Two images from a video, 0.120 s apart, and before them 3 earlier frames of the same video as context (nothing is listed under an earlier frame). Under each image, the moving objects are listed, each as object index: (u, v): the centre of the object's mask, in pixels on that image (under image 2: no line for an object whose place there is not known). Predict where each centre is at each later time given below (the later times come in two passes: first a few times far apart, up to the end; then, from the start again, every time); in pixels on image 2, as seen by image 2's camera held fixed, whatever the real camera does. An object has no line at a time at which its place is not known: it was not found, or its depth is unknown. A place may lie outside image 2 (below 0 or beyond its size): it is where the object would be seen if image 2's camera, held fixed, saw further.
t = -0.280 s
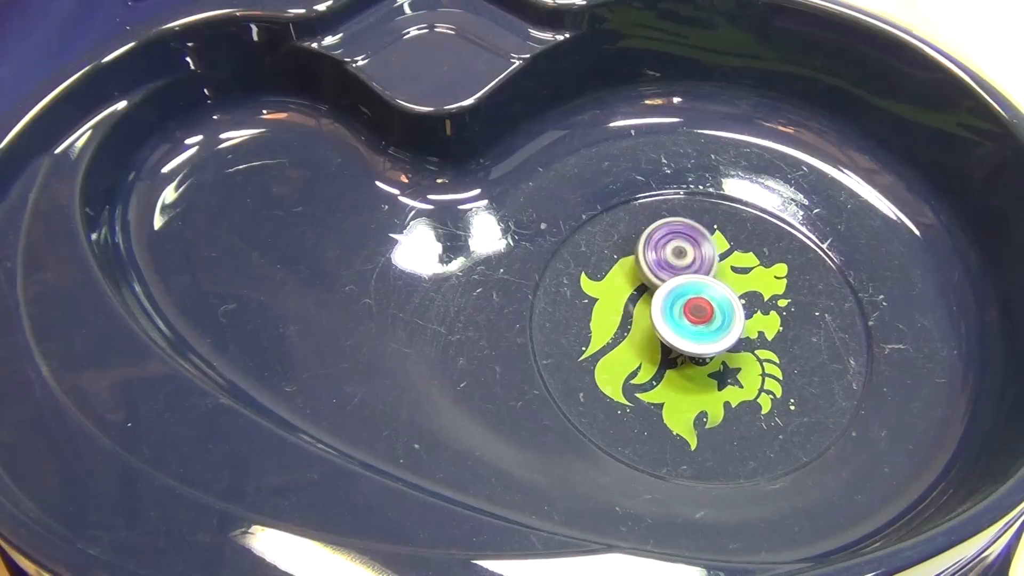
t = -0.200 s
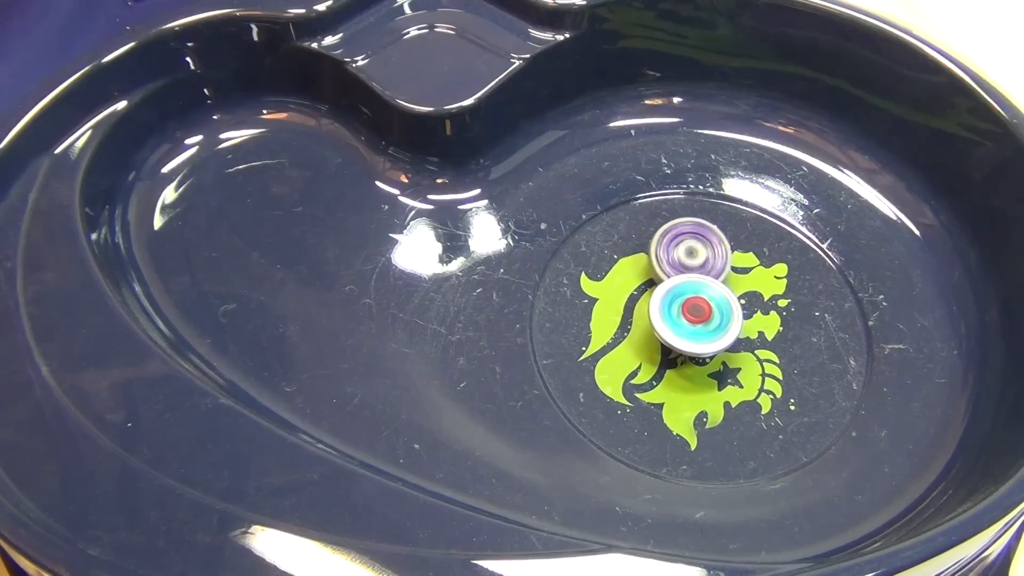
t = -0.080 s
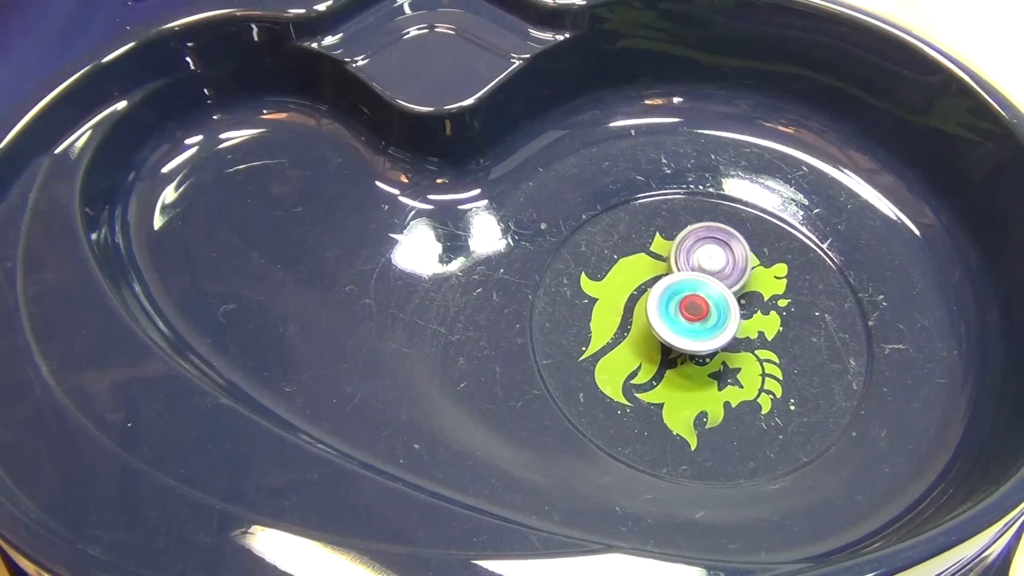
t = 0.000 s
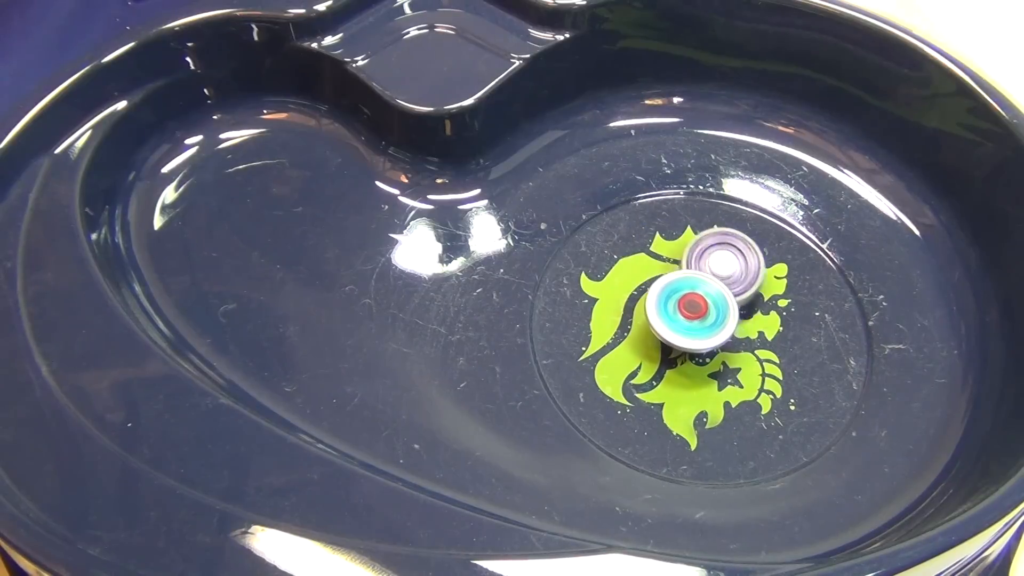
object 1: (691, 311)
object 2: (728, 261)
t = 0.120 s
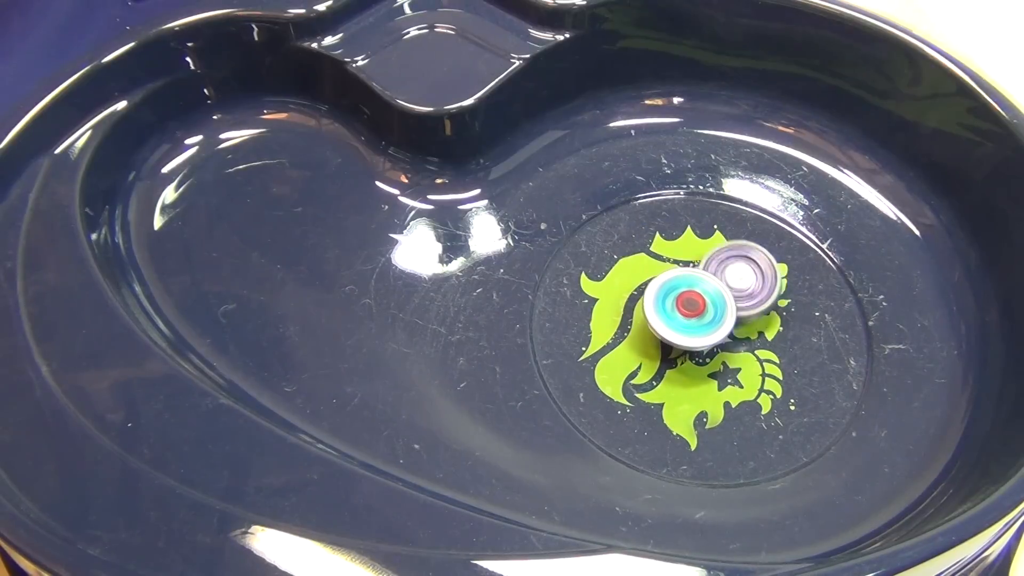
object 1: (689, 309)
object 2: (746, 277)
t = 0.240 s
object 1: (688, 307)
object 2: (759, 298)
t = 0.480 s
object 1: (690, 305)
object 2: (762, 338)
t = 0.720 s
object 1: (695, 305)
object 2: (744, 371)
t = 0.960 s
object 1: (701, 309)
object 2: (707, 385)
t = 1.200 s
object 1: (708, 313)
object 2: (664, 374)
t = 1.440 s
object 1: (710, 316)
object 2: (634, 343)
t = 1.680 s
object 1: (708, 317)
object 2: (626, 305)
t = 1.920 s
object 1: (702, 316)
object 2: (641, 273)
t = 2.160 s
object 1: (695, 314)
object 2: (676, 253)
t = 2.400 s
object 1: (690, 310)
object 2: (725, 262)
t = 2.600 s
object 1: (687, 309)
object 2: (752, 292)
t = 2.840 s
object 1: (690, 309)
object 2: (763, 332)
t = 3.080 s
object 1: (697, 310)
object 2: (749, 366)
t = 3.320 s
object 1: (704, 310)
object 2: (715, 382)
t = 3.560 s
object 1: (708, 310)
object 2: (672, 372)
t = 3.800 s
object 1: (708, 312)
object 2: (639, 342)
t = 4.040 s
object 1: (708, 314)
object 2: (630, 306)
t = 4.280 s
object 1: (706, 315)
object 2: (644, 274)
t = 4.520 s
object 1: (702, 311)
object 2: (677, 255)
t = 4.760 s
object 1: (694, 328)
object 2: (720, 259)
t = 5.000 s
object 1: (695, 335)
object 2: (749, 283)
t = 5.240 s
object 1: (690, 333)
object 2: (761, 322)
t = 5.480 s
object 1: (670, 318)
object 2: (751, 357)
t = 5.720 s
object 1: (664, 309)
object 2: (718, 372)
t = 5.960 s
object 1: (671, 296)
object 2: (677, 367)
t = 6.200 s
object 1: (685, 287)
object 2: (642, 340)
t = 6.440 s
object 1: (703, 292)
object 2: (630, 305)
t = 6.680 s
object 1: (711, 312)
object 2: (648, 281)
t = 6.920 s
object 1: (739, 406)
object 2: (701, 265)
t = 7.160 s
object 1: (736, 439)
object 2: (738, 292)
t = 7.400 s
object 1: (696, 417)
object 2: (750, 333)
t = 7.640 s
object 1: (632, 365)
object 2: (758, 358)
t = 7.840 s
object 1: (626, 305)
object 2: (728, 363)
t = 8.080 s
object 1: (668, 252)
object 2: (687, 346)
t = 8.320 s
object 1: (733, 246)
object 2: (664, 315)
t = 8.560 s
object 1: (783, 284)
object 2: (667, 285)
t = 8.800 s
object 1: (780, 343)
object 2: (692, 270)
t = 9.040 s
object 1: (720, 380)
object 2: (724, 279)
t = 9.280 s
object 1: (644, 358)
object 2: (742, 307)
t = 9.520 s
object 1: (609, 293)
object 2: (733, 336)
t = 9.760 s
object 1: (635, 242)
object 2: (703, 353)
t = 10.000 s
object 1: (695, 236)
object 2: (664, 346)
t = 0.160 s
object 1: (689, 308)
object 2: (750, 283)
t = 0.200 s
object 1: (688, 308)
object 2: (754, 289)
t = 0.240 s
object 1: (688, 307)
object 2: (759, 298)
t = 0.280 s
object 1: (689, 307)
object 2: (761, 304)
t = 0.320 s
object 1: (689, 306)
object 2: (763, 311)
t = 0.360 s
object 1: (689, 306)
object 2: (763, 319)
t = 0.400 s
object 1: (690, 305)
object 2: (764, 325)
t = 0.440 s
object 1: (690, 305)
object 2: (763, 332)
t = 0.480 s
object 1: (690, 305)
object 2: (762, 338)
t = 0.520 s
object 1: (691, 305)
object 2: (761, 344)
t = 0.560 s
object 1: (692, 305)
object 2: (759, 350)
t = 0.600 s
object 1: (692, 305)
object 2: (756, 356)
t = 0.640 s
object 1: (693, 305)
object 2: (752, 361)
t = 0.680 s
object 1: (694, 305)
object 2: (748, 366)
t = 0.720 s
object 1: (695, 305)
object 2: (744, 371)
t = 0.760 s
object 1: (697, 306)
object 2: (739, 374)
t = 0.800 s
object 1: (698, 306)
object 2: (733, 378)
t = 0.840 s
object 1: (699, 307)
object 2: (727, 381)
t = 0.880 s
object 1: (699, 308)
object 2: (721, 382)
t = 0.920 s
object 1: (700, 308)
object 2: (714, 384)
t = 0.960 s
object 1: (701, 309)
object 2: (707, 385)
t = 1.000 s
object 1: (703, 309)
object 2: (700, 385)
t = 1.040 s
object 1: (704, 310)
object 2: (693, 384)
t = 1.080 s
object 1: (705, 311)
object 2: (685, 382)
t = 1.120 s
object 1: (706, 312)
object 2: (678, 380)
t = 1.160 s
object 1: (707, 312)
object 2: (671, 377)
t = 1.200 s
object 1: (708, 313)
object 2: (664, 374)
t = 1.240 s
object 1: (709, 313)
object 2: (658, 370)
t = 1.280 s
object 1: (709, 314)
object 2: (652, 365)
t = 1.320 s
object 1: (710, 314)
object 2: (647, 360)
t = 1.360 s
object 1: (710, 315)
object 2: (642, 354)
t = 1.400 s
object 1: (710, 315)
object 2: (638, 348)
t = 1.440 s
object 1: (710, 316)
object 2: (634, 343)
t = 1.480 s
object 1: (710, 316)
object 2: (631, 336)
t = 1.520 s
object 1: (710, 317)
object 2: (628, 330)
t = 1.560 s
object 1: (710, 317)
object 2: (626, 324)
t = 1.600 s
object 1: (709, 317)
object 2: (626, 317)
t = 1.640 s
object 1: (708, 317)
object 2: (626, 311)
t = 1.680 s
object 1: (708, 317)
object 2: (626, 305)
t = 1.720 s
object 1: (707, 316)
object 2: (627, 299)
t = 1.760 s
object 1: (706, 317)
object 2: (628, 293)
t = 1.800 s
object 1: (704, 316)
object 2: (631, 287)
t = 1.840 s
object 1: (703, 316)
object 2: (633, 283)
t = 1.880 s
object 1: (703, 316)
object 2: (637, 278)
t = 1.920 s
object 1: (702, 316)
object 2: (641, 273)
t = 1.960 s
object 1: (700, 316)
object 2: (645, 269)
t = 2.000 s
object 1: (699, 315)
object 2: (649, 265)
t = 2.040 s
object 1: (698, 315)
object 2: (655, 261)
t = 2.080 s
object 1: (698, 314)
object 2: (661, 258)
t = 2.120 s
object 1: (697, 314)
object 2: (668, 255)
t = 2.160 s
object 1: (695, 314)
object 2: (676, 253)
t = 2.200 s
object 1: (694, 313)
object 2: (684, 252)
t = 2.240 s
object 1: (693, 312)
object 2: (692, 252)
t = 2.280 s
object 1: (692, 312)
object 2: (700, 253)
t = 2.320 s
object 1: (691, 311)
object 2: (709, 255)
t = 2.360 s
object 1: (690, 310)
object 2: (717, 258)
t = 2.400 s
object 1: (690, 310)
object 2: (725, 262)
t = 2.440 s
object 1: (689, 309)
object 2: (732, 267)
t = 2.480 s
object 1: (688, 309)
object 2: (738, 273)
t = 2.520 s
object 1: (688, 309)
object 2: (744, 278)
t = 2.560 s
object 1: (687, 309)
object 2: (748, 283)
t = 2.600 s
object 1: (687, 309)
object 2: (752, 292)
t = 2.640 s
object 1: (687, 309)
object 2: (756, 299)
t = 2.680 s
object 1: (688, 309)
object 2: (759, 305)
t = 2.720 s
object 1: (688, 309)
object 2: (761, 312)
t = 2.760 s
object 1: (689, 309)
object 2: (762, 319)
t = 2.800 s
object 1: (689, 309)
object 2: (763, 325)
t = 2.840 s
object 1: (690, 309)
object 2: (763, 332)
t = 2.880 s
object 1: (691, 309)
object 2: (762, 338)
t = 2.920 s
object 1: (692, 309)
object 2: (760, 344)
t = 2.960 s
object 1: (693, 310)
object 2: (759, 349)
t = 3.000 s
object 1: (694, 309)
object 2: (756, 356)
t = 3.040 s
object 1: (696, 309)
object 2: (753, 362)
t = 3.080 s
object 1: (697, 310)
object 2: (749, 366)
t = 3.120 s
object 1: (699, 310)
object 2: (745, 370)
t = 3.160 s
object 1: (700, 310)
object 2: (740, 373)
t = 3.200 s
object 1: (701, 310)
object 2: (734, 377)
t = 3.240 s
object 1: (702, 310)
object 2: (727, 379)
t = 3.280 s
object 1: (703, 310)
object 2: (721, 380)
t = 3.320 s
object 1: (704, 310)
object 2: (715, 382)
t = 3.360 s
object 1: (705, 310)
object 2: (707, 382)
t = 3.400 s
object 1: (706, 310)
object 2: (700, 381)
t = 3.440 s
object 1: (707, 311)
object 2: (693, 380)
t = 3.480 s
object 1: (708, 311)
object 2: (686, 378)
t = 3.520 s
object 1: (708, 310)
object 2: (679, 375)
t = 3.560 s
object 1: (708, 310)
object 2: (672, 372)
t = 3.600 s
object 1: (708, 310)
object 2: (665, 368)
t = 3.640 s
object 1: (707, 310)
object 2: (659, 364)
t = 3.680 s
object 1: (707, 311)
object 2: (653, 359)
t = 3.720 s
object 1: (707, 311)
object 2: (648, 354)
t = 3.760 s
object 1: (708, 312)
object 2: (643, 348)
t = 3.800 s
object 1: (708, 312)
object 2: (639, 342)
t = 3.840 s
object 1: (708, 313)
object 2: (637, 337)
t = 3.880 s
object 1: (708, 313)
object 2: (634, 331)
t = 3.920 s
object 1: (708, 313)
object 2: (631, 324)
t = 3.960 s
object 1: (708, 313)
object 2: (630, 318)
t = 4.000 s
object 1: (708, 313)
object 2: (629, 312)
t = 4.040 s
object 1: (708, 314)
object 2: (630, 306)
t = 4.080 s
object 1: (708, 314)
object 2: (630, 300)
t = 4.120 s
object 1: (708, 314)
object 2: (632, 293)
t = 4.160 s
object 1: (708, 315)
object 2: (634, 288)
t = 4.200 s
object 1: (708, 315)
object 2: (637, 283)
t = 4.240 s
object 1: (707, 315)
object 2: (640, 278)
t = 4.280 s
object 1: (706, 315)
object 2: (644, 274)
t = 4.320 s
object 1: (706, 314)
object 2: (648, 269)
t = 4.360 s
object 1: (705, 313)
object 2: (653, 265)
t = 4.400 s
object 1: (704, 312)
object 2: (657, 262)
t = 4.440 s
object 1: (704, 312)
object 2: (663, 260)
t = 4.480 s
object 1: (703, 311)
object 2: (670, 257)
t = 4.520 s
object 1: (702, 311)
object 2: (677, 255)
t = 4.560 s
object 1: (700, 310)
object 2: (685, 254)
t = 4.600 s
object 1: (699, 312)
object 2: (694, 252)
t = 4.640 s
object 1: (697, 320)
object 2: (701, 253)
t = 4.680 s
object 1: (695, 325)
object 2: (707, 253)
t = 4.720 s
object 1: (694, 327)
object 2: (713, 255)
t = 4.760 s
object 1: (694, 328)
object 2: (720, 259)
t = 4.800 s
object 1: (695, 329)
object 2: (726, 261)
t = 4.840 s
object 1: (695, 331)
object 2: (732, 265)
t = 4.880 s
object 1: (696, 332)
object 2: (737, 269)
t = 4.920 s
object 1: (695, 333)
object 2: (742, 274)
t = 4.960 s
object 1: (695, 334)
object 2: (745, 278)
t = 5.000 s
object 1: (695, 335)
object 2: (749, 283)
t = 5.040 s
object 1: (694, 335)
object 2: (753, 289)
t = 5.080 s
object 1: (693, 335)
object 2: (756, 296)
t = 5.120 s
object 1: (692, 335)
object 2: (758, 302)
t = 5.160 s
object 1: (692, 334)
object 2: (760, 308)
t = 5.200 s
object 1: (691, 334)
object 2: (761, 315)
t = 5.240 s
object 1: (690, 333)
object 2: (761, 322)
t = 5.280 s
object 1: (689, 332)
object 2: (761, 328)
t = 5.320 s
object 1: (689, 330)
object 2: (760, 334)
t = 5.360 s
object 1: (687, 328)
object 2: (759, 340)
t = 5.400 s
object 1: (677, 323)
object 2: (757, 347)
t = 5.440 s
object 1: (672, 320)
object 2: (755, 352)
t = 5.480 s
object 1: (670, 318)
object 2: (751, 357)
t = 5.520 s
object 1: (669, 317)
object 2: (746, 362)
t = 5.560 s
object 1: (667, 315)
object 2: (742, 365)
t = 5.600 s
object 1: (666, 314)
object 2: (736, 367)
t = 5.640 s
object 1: (665, 312)
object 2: (730, 369)
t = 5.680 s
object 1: (664, 311)
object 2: (724, 371)
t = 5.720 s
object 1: (664, 309)
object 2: (718, 372)
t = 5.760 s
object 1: (664, 307)
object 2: (712, 372)
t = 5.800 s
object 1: (665, 305)
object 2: (705, 372)
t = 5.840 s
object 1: (666, 303)
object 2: (697, 372)
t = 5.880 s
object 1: (667, 302)
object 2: (691, 370)
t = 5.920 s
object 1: (669, 300)
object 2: (684, 368)
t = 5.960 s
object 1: (671, 296)
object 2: (677, 367)
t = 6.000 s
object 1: (674, 292)
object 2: (670, 363)
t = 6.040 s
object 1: (677, 290)
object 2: (663, 359)
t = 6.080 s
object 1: (679, 289)
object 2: (657, 355)
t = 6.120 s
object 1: (681, 288)
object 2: (652, 350)
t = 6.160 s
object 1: (683, 288)
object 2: (647, 345)
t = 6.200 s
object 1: (685, 287)
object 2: (642, 340)
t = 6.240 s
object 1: (689, 286)
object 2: (639, 335)
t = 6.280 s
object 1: (692, 287)
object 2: (635, 329)
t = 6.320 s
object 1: (695, 288)
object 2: (632, 324)
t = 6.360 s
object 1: (698, 289)
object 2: (631, 317)
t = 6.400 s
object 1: (701, 290)
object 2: (630, 311)
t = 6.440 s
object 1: (703, 292)
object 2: (630, 305)
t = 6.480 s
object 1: (705, 293)
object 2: (630, 299)
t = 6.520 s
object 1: (707, 295)
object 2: (632, 293)
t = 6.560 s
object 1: (707, 299)
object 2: (635, 289)
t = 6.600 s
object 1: (709, 304)
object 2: (639, 285)
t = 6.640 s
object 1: (710, 308)
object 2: (643, 283)
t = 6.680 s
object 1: (711, 312)
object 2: (648, 281)
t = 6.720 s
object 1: (713, 321)
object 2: (657, 275)
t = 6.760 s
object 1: (720, 343)
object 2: (668, 267)
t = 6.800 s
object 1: (728, 359)
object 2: (676, 262)
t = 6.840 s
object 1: (731, 377)
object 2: (685, 261)
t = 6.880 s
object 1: (735, 392)
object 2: (694, 263)
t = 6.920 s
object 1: (739, 406)
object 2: (701, 265)
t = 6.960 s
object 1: (743, 418)
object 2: (709, 268)
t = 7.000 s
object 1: (744, 427)
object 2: (716, 272)
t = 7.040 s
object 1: (744, 434)
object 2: (722, 276)
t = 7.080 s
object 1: (743, 440)
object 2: (729, 281)
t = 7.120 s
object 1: (740, 442)
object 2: (734, 286)
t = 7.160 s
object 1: (736, 439)
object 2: (738, 292)
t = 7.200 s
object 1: (731, 435)
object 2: (743, 300)
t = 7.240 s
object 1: (725, 433)
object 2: (747, 306)
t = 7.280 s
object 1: (719, 430)
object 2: (749, 313)
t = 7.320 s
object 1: (712, 427)
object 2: (750, 321)
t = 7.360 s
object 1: (704, 423)
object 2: (751, 327)
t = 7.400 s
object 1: (696, 417)
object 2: (750, 333)
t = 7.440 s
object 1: (688, 410)
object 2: (749, 340)
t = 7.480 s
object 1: (681, 401)
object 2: (746, 347)
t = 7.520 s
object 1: (674, 392)
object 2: (744, 352)
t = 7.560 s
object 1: (661, 383)
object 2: (747, 355)
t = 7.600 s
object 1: (643, 375)
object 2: (756, 356)
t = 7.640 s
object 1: (632, 365)
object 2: (758, 358)
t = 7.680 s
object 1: (627, 353)
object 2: (755, 360)
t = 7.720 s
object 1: (625, 341)
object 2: (749, 362)
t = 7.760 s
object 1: (624, 330)
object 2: (743, 363)
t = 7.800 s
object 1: (624, 317)
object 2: (735, 363)
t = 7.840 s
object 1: (626, 305)
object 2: (728, 363)
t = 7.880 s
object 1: (630, 293)
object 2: (721, 362)
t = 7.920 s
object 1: (635, 283)
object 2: (713, 360)
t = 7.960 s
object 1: (641, 274)
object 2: (706, 357)
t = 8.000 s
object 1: (649, 265)
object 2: (700, 354)
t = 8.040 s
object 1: (658, 258)
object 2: (693, 350)
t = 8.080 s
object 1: (668, 252)
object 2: (687, 346)
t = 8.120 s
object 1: (678, 247)
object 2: (682, 341)
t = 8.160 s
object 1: (689, 244)
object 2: (676, 336)
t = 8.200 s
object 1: (700, 243)
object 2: (672, 331)
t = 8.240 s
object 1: (711, 243)
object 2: (668, 325)
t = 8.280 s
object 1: (722, 244)
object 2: (666, 320)
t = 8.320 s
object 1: (733, 246)
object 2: (664, 315)
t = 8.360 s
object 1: (744, 250)
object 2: (663, 310)
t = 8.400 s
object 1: (754, 255)
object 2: (662, 304)
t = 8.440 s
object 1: (763, 261)
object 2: (662, 298)
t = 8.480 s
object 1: (771, 268)
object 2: (663, 294)
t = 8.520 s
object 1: (777, 276)
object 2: (664, 289)
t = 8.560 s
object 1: (783, 284)
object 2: (667, 285)
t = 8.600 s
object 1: (786, 294)
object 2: (670, 281)
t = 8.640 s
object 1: (788, 303)
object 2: (674, 277)
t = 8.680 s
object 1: (789, 313)
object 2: (678, 274)
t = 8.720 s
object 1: (787, 323)
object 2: (683, 272)
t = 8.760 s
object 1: (784, 333)
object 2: (688, 270)
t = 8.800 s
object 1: (780, 343)
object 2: (692, 270)
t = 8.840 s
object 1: (773, 353)
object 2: (698, 270)
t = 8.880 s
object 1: (765, 361)
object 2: (703, 270)
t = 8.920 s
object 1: (756, 368)
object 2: (709, 271)
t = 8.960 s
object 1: (745, 374)
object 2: (714, 273)
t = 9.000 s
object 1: (733, 378)
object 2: (719, 276)
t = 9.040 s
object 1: (720, 380)
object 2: (724, 279)
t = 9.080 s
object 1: (706, 382)
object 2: (729, 282)
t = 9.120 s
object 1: (693, 380)
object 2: (732, 286)
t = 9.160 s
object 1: (680, 377)
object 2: (736, 290)
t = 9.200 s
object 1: (667, 372)
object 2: (738, 295)
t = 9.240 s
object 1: (654, 366)
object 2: (740, 301)
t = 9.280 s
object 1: (644, 358)
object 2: (742, 307)
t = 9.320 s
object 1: (634, 349)
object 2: (742, 312)
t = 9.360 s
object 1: (626, 339)
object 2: (742, 318)
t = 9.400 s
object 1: (619, 328)
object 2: (741, 322)
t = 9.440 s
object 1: (614, 317)
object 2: (739, 327)
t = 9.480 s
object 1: (611, 305)
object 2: (736, 332)
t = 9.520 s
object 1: (609, 293)
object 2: (733, 336)
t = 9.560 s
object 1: (610, 282)
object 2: (729, 341)
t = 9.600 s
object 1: (612, 272)
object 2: (724, 345)
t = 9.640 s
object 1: (616, 263)
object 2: (720, 348)
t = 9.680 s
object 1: (621, 255)
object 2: (715, 350)
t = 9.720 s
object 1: (628, 248)
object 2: (709, 352)
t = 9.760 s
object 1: (635, 242)
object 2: (703, 353)
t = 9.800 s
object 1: (643, 238)
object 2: (697, 354)
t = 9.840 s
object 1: (653, 234)
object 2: (690, 354)
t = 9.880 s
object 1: (663, 232)
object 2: (683, 353)
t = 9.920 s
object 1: (673, 232)
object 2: (677, 351)
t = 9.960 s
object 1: (684, 233)
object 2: (671, 349)
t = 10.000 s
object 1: (695, 236)
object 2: (664, 346)
